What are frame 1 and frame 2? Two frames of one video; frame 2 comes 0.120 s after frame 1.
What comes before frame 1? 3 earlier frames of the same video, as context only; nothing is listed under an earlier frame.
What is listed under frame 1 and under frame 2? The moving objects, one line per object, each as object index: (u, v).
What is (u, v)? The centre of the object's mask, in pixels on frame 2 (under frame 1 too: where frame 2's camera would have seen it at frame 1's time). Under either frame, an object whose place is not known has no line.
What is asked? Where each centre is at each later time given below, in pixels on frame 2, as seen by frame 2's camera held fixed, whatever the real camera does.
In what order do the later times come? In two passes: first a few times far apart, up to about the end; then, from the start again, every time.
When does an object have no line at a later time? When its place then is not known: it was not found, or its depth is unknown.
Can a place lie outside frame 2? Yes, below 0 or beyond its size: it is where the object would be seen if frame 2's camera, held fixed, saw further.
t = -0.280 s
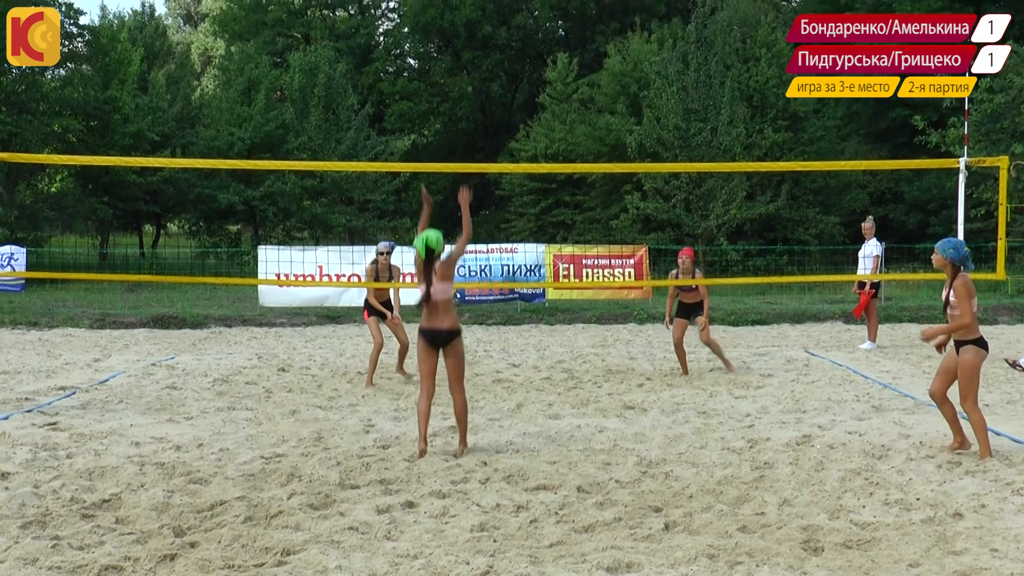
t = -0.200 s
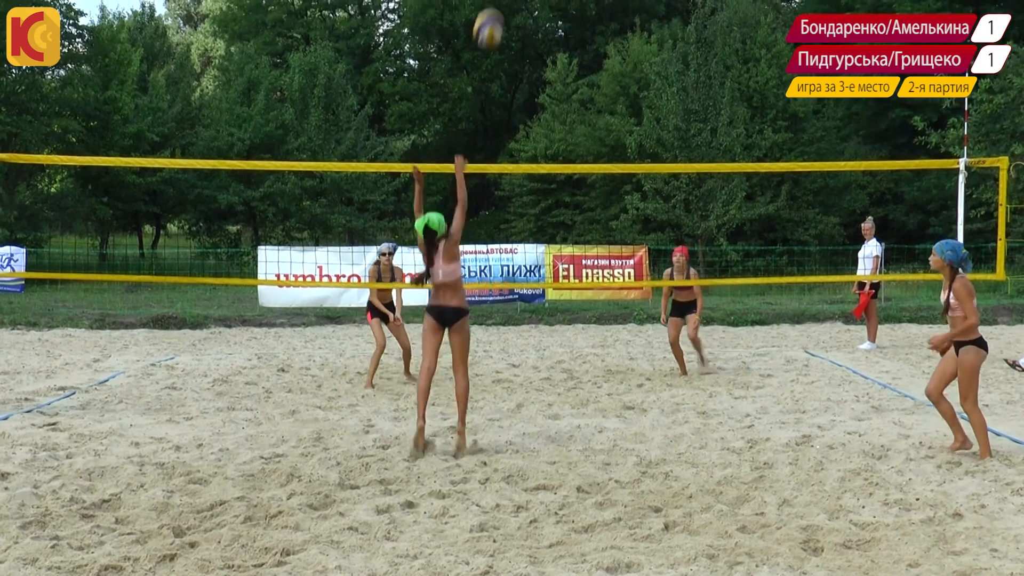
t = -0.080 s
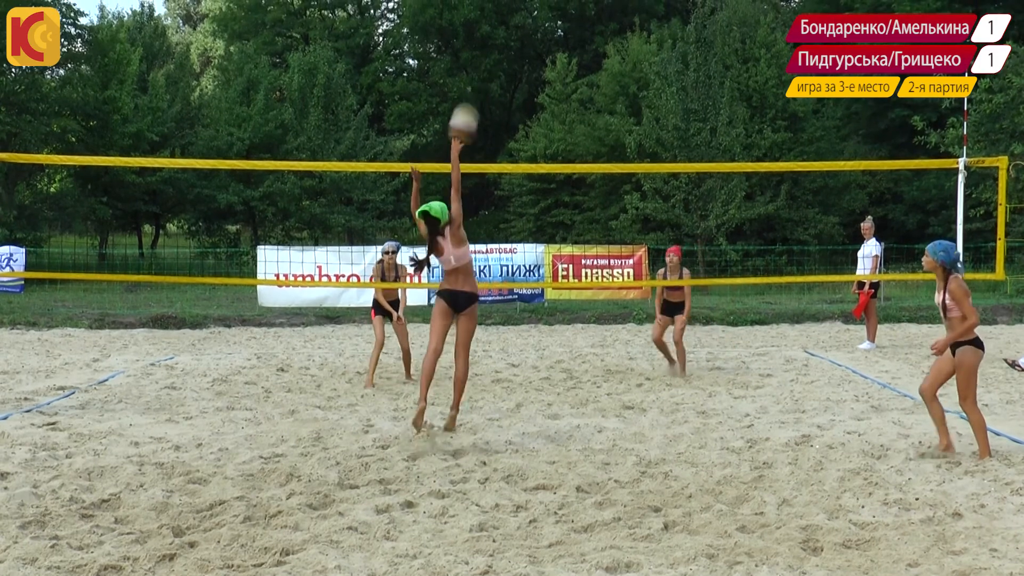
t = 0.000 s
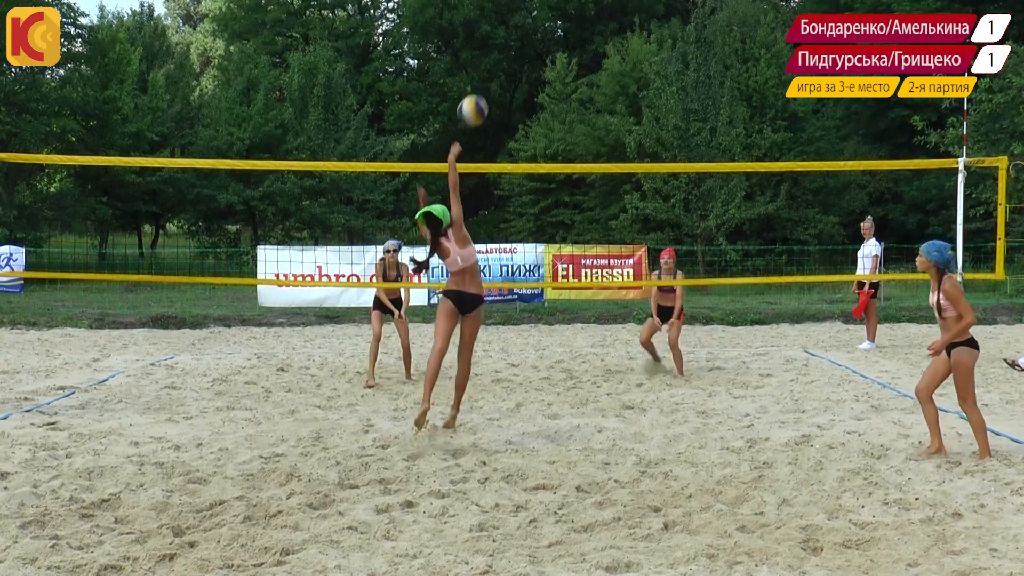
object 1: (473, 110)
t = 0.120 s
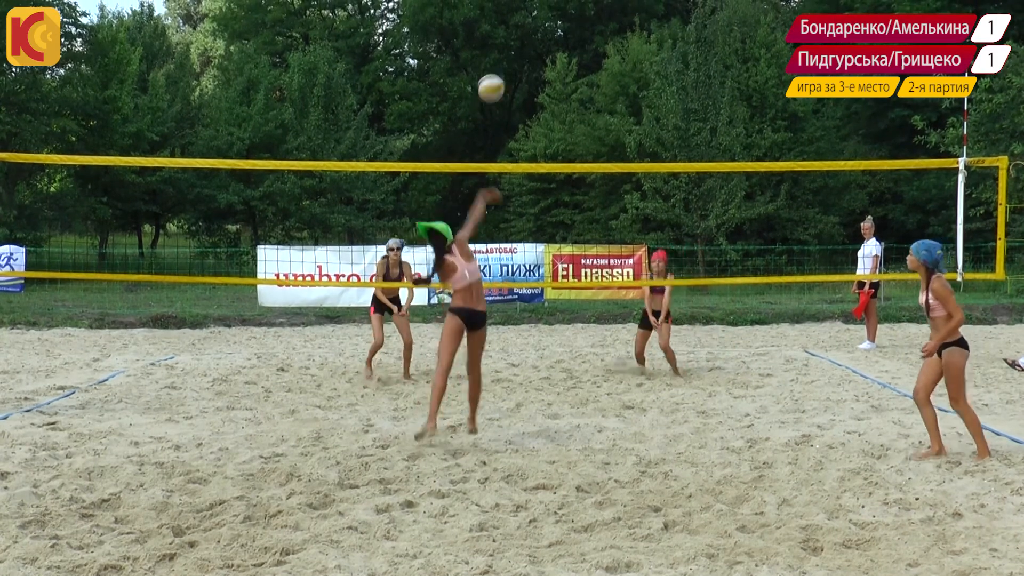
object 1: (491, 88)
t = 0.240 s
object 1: (507, 87)
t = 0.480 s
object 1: (537, 133)
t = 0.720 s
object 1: (563, 239)
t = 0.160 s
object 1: (496, 86)
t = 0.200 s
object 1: (502, 85)
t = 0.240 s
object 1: (507, 87)
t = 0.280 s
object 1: (513, 90)
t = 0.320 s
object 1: (518, 95)
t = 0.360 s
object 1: (523, 100)
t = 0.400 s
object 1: (527, 111)
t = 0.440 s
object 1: (532, 121)
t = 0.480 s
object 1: (537, 133)
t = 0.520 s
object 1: (541, 148)
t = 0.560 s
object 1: (546, 157)
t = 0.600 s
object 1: (551, 182)
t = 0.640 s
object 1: (555, 199)
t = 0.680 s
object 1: (559, 220)
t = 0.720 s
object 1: (563, 239)
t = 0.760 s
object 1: (564, 264)
